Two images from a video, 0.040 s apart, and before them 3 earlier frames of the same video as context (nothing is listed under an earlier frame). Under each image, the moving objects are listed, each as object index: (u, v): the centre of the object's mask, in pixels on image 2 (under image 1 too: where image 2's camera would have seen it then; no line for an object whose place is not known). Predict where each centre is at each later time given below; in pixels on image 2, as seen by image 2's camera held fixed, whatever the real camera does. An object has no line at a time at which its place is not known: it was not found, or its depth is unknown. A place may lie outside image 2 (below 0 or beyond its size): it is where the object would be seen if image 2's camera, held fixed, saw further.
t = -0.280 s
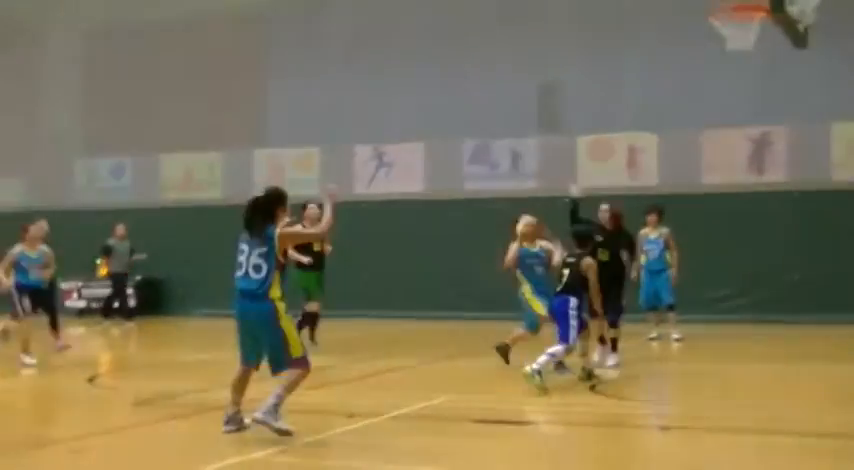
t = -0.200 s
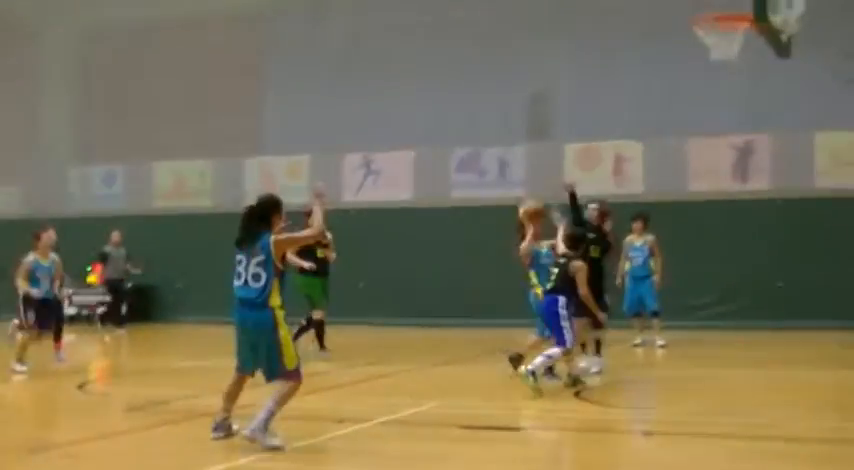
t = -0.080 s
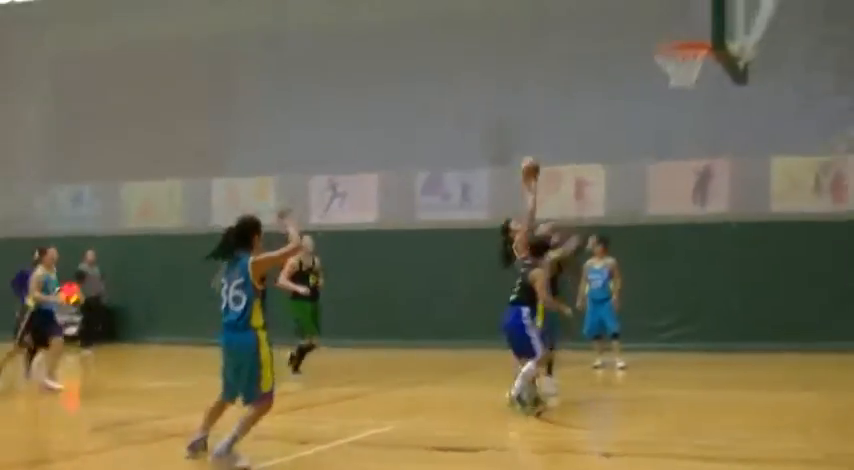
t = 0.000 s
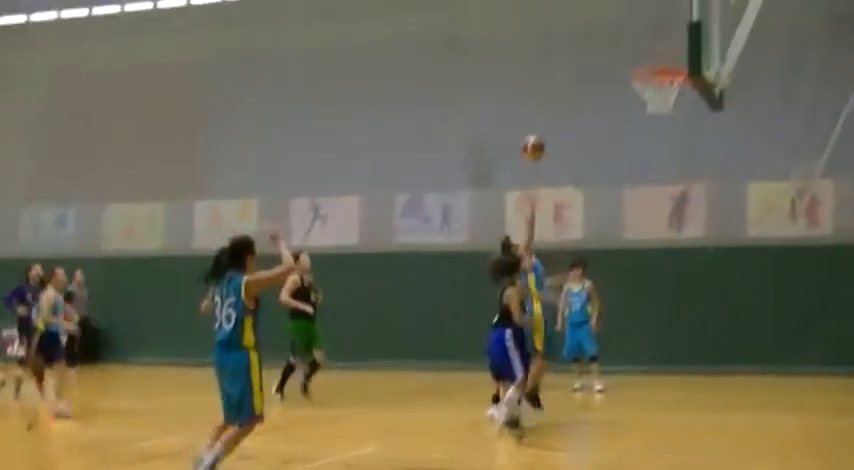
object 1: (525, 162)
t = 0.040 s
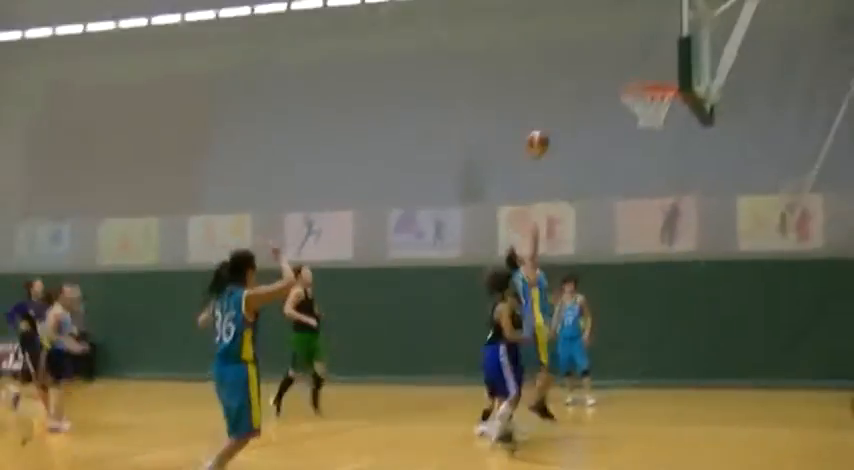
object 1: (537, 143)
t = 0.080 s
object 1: (549, 124)
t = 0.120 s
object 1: (563, 106)
